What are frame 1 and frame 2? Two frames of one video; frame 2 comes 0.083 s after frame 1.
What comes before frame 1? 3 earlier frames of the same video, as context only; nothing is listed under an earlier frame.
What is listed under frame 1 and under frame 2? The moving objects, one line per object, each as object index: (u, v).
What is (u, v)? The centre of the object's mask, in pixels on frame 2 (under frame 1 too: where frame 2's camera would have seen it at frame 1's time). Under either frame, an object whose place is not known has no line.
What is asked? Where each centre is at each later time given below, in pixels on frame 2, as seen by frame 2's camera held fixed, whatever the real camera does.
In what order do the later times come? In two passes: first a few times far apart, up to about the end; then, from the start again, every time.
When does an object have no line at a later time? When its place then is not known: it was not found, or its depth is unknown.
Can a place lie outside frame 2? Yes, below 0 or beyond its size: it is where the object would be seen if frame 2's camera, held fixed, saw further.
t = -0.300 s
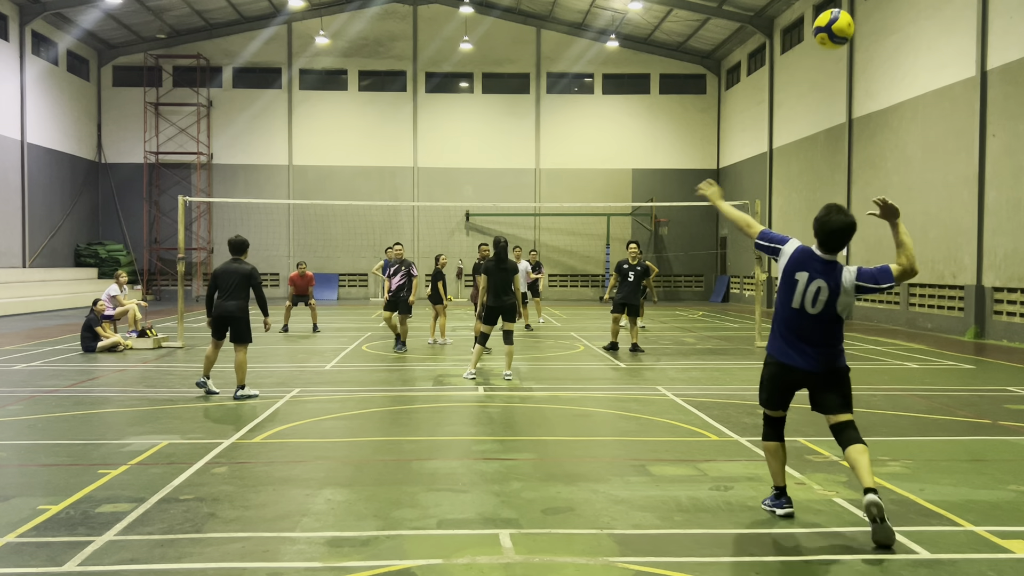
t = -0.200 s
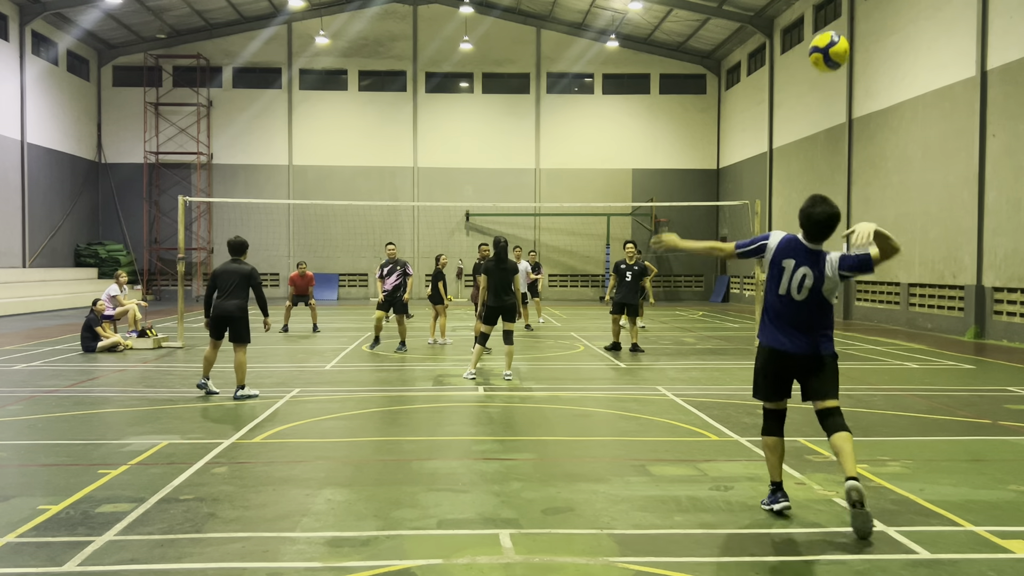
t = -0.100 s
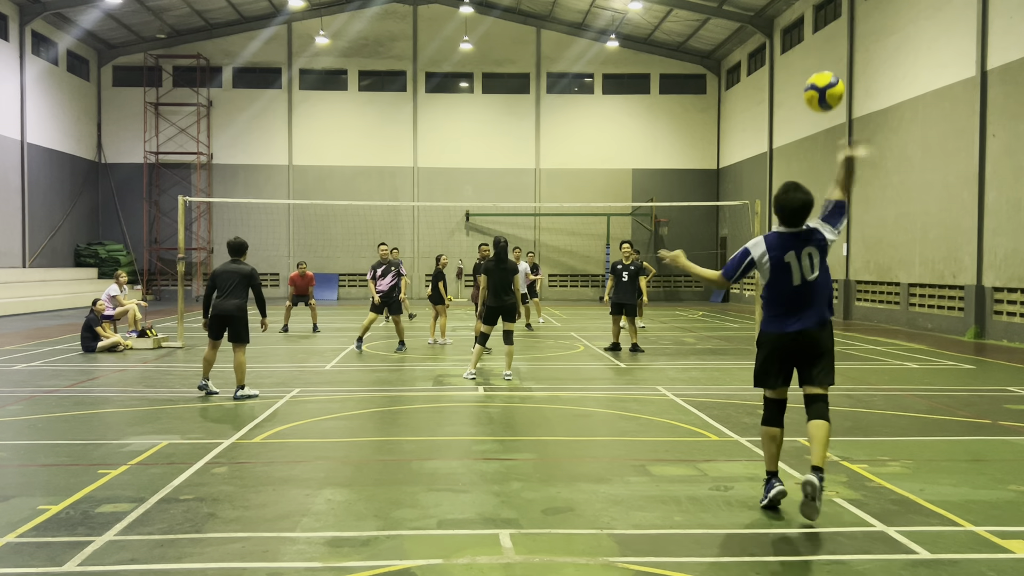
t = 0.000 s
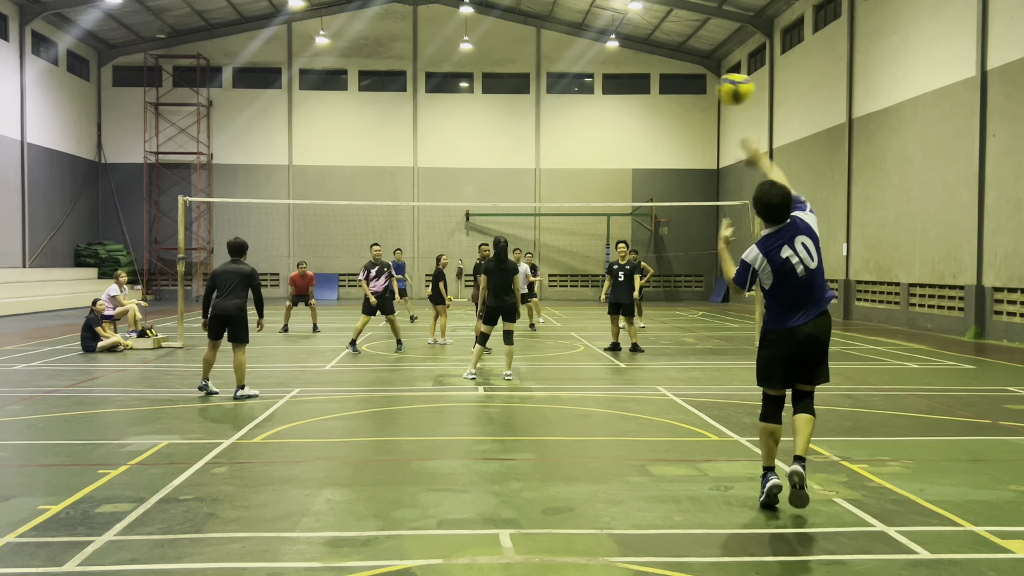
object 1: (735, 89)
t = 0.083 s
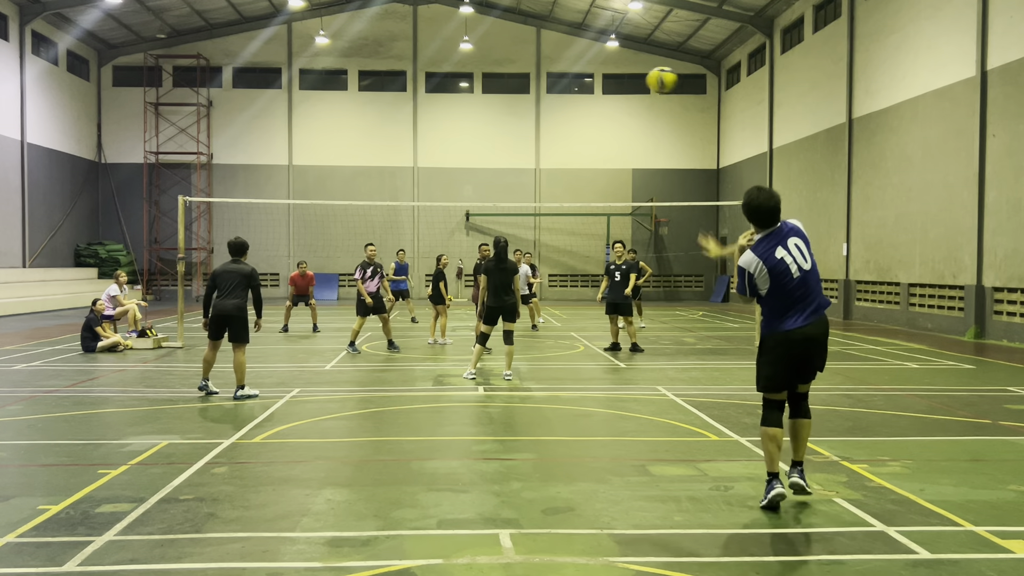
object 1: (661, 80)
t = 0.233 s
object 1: (582, 82)
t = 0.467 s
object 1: (523, 114)
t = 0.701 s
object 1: (494, 166)
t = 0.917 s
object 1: (471, 216)
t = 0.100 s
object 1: (650, 79)
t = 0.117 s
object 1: (639, 79)
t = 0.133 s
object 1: (629, 79)
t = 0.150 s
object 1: (619, 79)
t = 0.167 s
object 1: (611, 80)
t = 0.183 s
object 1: (602, 79)
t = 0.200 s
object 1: (595, 81)
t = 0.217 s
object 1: (588, 81)
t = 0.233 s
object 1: (582, 82)
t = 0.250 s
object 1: (575, 83)
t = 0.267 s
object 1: (570, 84)
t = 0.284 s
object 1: (565, 86)
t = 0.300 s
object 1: (560, 88)
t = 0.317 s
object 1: (556, 89)
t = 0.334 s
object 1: (552, 91)
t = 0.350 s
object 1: (547, 94)
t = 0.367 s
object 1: (543, 96)
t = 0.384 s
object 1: (540, 98)
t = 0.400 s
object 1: (536, 101)
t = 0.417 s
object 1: (533, 104)
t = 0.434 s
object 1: (529, 107)
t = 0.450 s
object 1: (526, 110)
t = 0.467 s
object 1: (523, 114)
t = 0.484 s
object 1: (520, 117)
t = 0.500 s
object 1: (518, 121)
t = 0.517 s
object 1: (515, 124)
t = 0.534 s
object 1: (513, 127)
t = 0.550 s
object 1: (511, 131)
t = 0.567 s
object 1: (508, 135)
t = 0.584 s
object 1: (507, 139)
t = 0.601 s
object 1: (505, 143)
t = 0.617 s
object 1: (503, 146)
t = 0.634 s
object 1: (501, 150)
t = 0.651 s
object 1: (499, 154)
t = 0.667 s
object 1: (497, 158)
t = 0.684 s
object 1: (496, 161)
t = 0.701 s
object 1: (494, 166)
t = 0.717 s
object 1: (492, 170)
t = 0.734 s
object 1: (490, 173)
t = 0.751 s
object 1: (488, 177)
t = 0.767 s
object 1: (486, 181)
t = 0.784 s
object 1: (485, 185)
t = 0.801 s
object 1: (483, 189)
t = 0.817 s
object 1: (481, 192)
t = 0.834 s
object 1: (480, 196)
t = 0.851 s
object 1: (478, 199)
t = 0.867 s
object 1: (476, 204)
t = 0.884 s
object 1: (474, 209)
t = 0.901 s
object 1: (472, 213)
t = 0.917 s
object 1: (471, 216)
